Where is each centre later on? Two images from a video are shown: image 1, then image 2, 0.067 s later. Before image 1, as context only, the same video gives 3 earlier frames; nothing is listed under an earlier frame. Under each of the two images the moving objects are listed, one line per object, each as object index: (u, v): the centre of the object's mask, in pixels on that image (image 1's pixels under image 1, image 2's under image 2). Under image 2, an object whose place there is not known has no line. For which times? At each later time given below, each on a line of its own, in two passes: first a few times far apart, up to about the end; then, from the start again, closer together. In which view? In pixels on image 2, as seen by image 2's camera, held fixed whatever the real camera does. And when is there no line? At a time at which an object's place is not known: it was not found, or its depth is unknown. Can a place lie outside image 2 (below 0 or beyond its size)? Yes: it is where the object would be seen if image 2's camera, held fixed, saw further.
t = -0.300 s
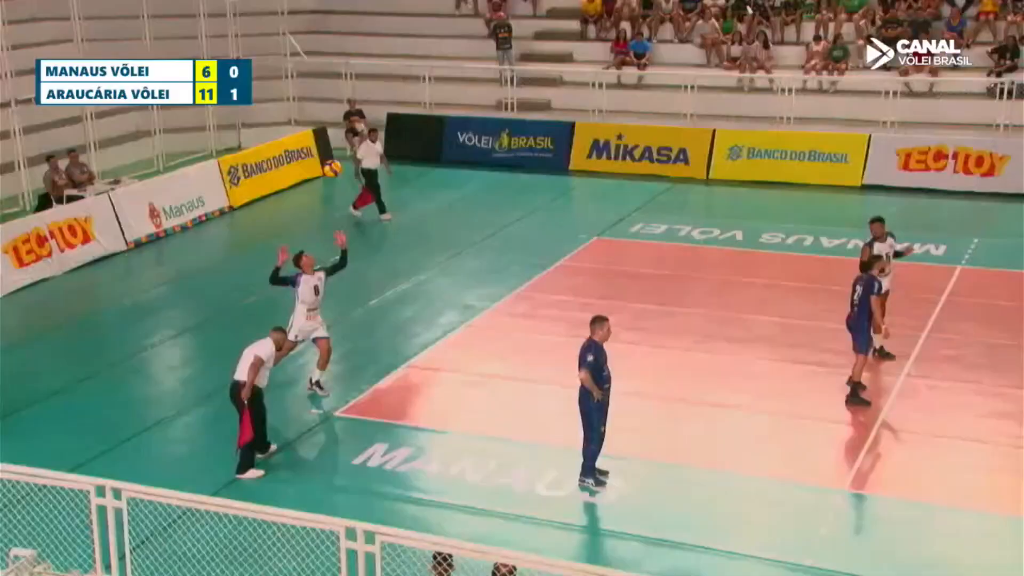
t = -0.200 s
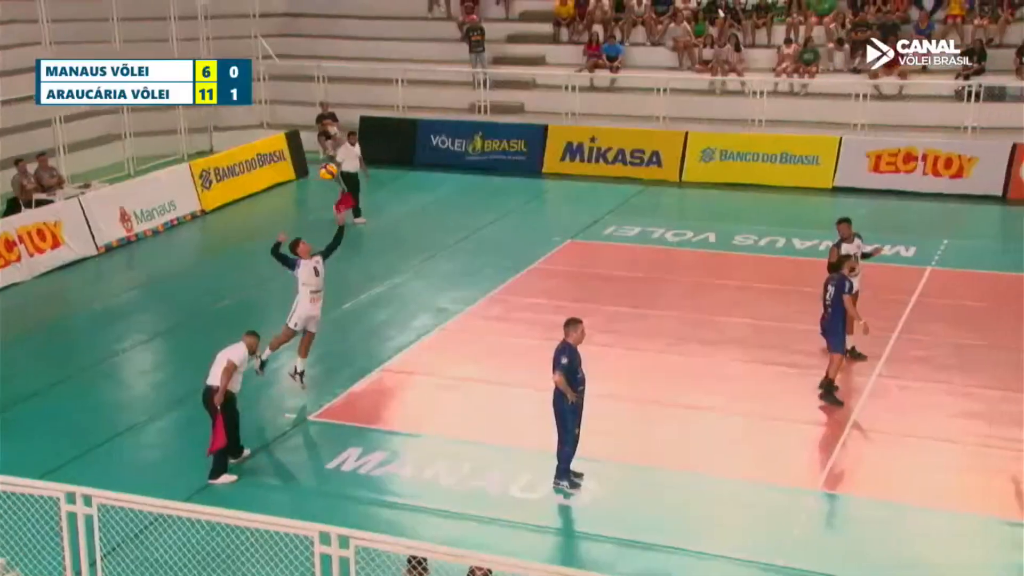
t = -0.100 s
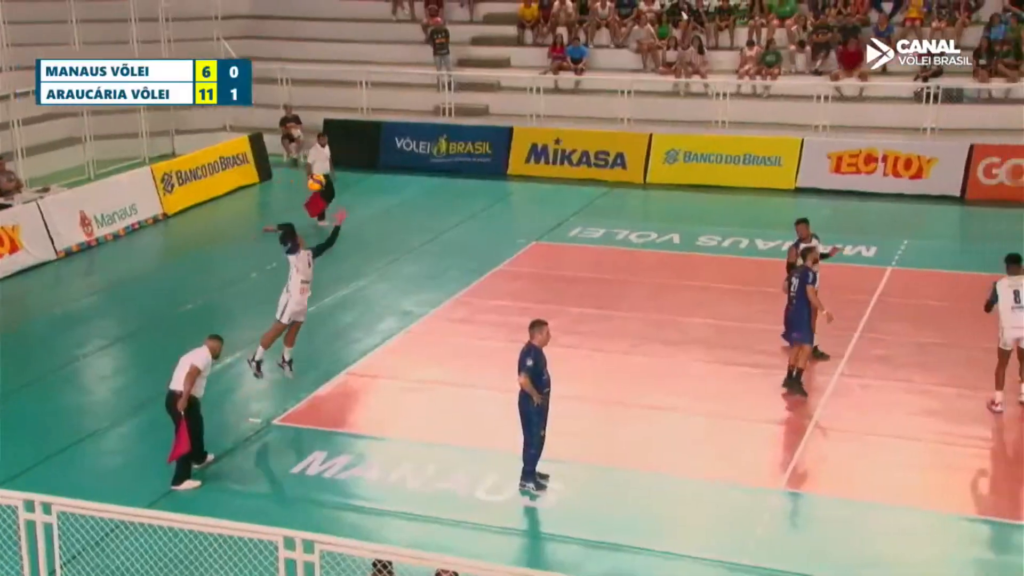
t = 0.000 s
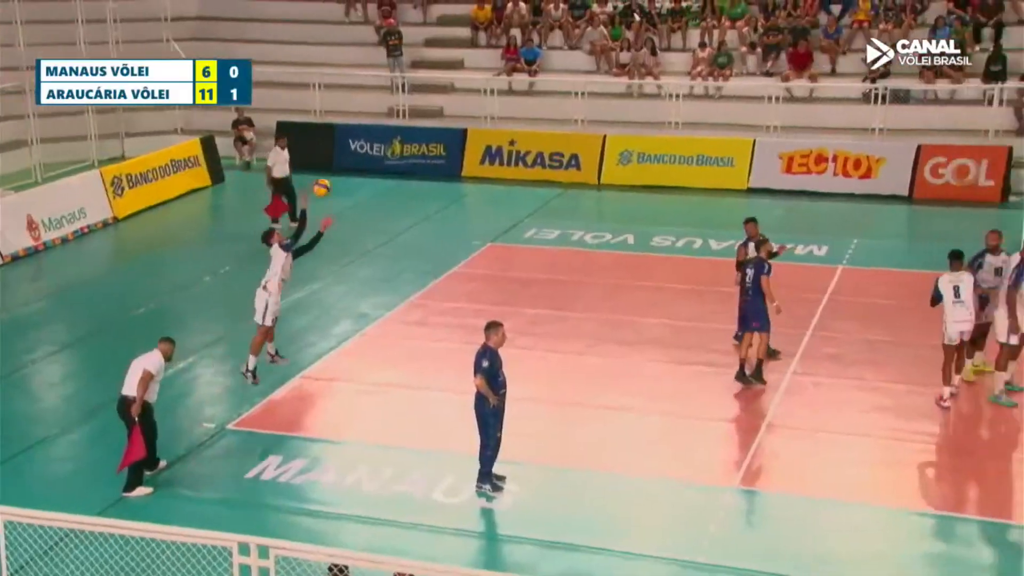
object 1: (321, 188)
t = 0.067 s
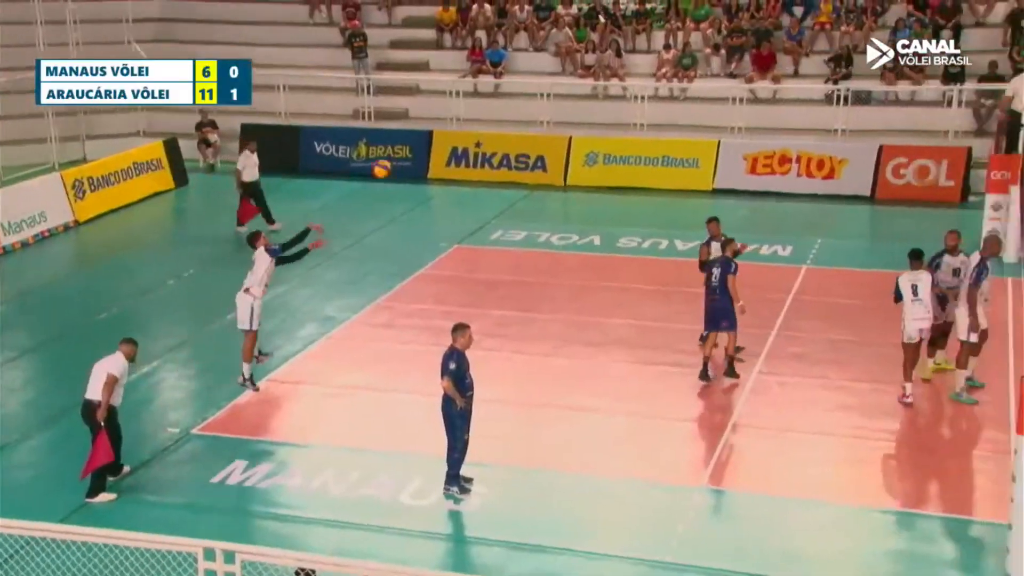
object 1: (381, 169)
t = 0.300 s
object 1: (701, 121)
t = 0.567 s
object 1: (1036, 120)
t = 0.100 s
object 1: (429, 159)
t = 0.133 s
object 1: (475, 150)
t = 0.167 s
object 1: (521, 143)
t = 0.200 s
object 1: (567, 136)
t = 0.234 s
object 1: (613, 130)
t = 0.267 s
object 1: (657, 125)
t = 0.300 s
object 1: (701, 121)
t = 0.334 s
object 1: (745, 118)
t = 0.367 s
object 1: (788, 117)
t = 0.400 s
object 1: (830, 116)
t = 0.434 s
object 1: (872, 116)
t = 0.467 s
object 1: (913, 117)
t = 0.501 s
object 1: (954, 118)
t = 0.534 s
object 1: (996, 118)
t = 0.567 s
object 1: (1036, 120)
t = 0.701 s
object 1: (1192, 134)
